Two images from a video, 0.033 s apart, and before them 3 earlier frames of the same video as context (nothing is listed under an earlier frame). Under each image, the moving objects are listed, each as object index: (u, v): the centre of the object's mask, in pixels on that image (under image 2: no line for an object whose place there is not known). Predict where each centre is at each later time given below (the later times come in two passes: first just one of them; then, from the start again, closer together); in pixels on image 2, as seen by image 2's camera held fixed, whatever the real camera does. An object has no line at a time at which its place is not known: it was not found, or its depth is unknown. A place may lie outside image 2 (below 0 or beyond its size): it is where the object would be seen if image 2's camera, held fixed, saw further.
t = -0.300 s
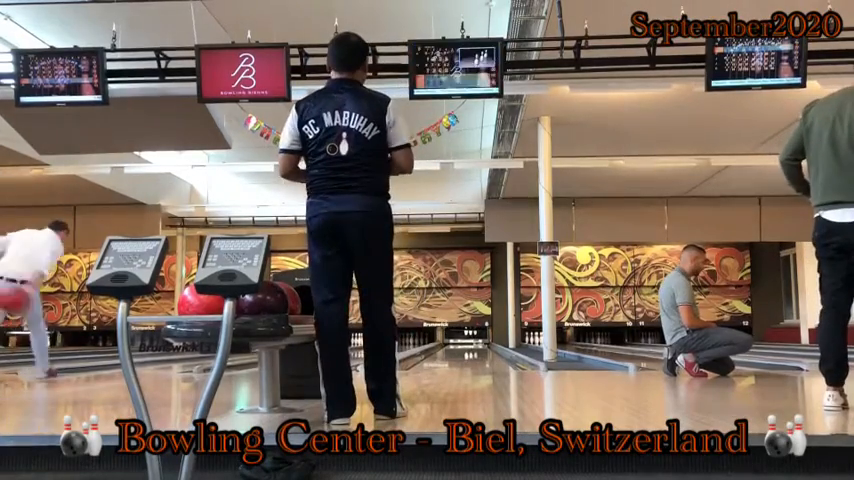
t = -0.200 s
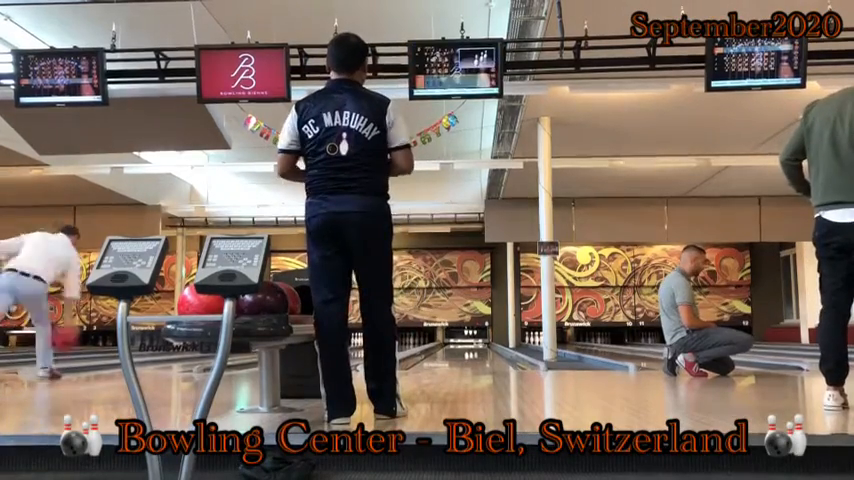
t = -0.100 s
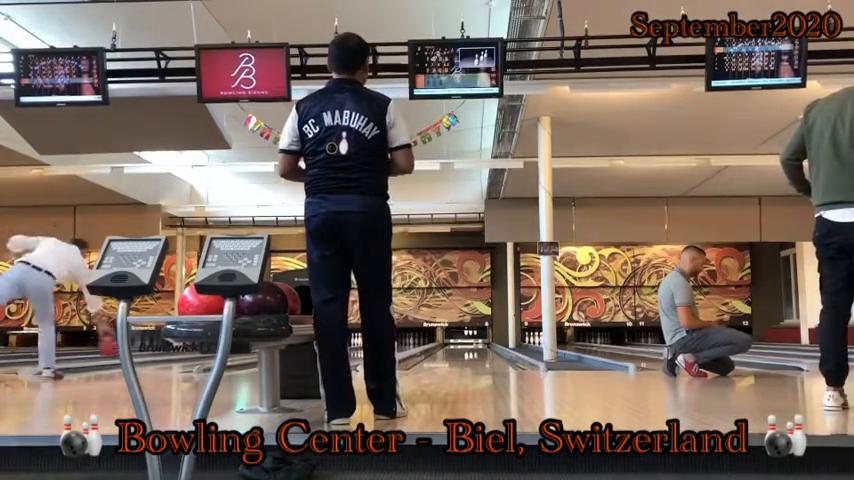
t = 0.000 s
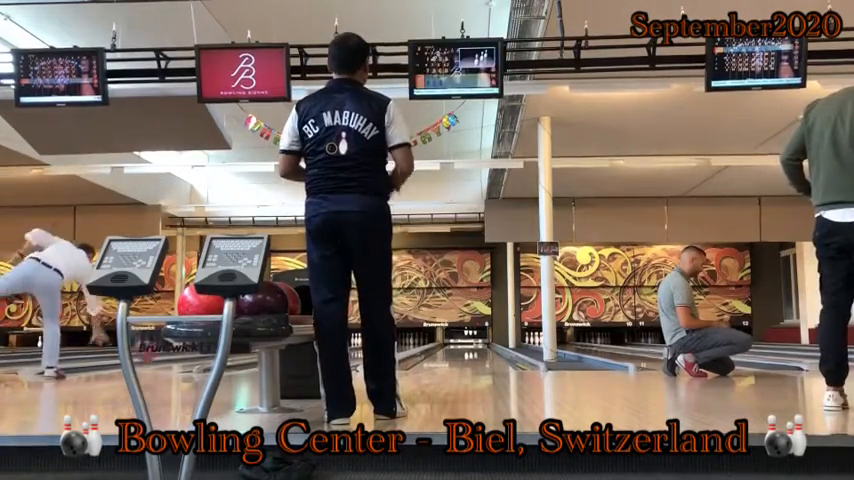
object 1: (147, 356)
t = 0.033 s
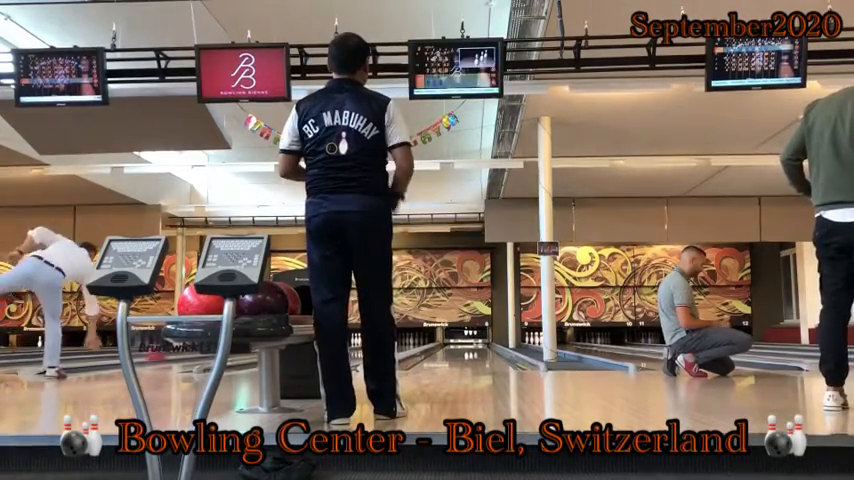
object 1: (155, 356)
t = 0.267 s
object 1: (210, 358)
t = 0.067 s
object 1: (165, 360)
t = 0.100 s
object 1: (174, 359)
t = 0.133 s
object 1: (184, 356)
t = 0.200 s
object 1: (199, 357)
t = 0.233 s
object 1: (207, 359)
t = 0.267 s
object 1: (210, 358)
